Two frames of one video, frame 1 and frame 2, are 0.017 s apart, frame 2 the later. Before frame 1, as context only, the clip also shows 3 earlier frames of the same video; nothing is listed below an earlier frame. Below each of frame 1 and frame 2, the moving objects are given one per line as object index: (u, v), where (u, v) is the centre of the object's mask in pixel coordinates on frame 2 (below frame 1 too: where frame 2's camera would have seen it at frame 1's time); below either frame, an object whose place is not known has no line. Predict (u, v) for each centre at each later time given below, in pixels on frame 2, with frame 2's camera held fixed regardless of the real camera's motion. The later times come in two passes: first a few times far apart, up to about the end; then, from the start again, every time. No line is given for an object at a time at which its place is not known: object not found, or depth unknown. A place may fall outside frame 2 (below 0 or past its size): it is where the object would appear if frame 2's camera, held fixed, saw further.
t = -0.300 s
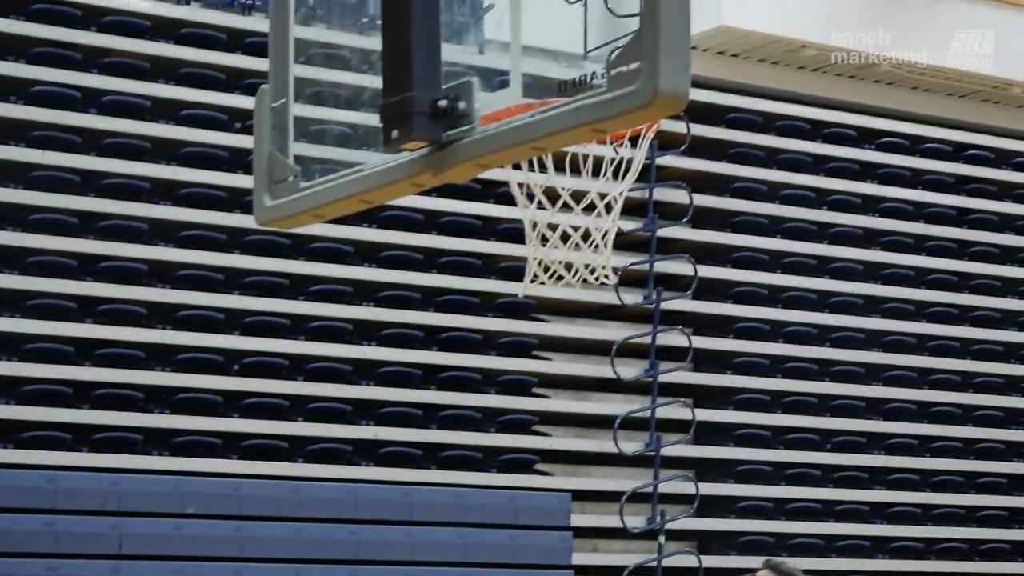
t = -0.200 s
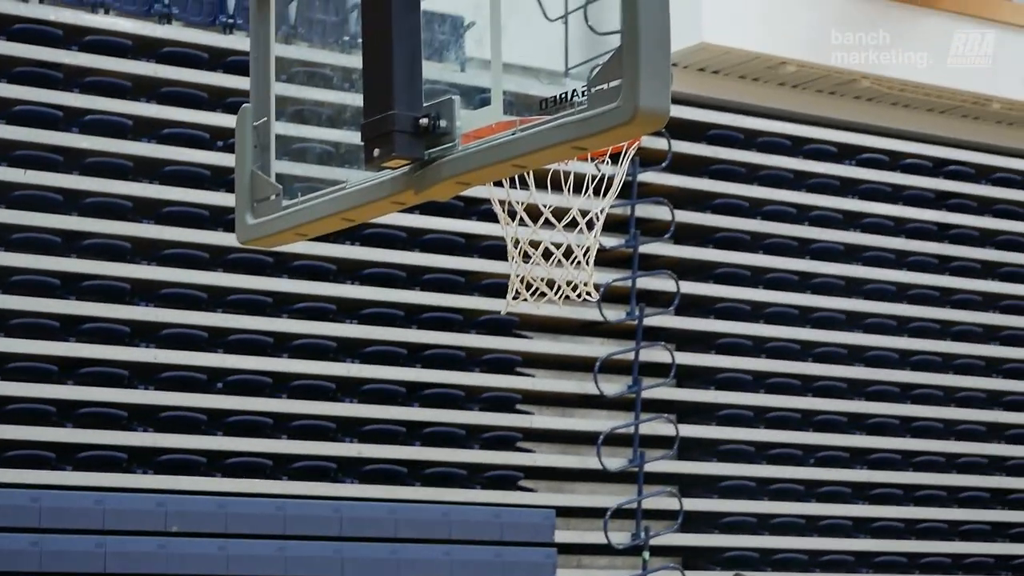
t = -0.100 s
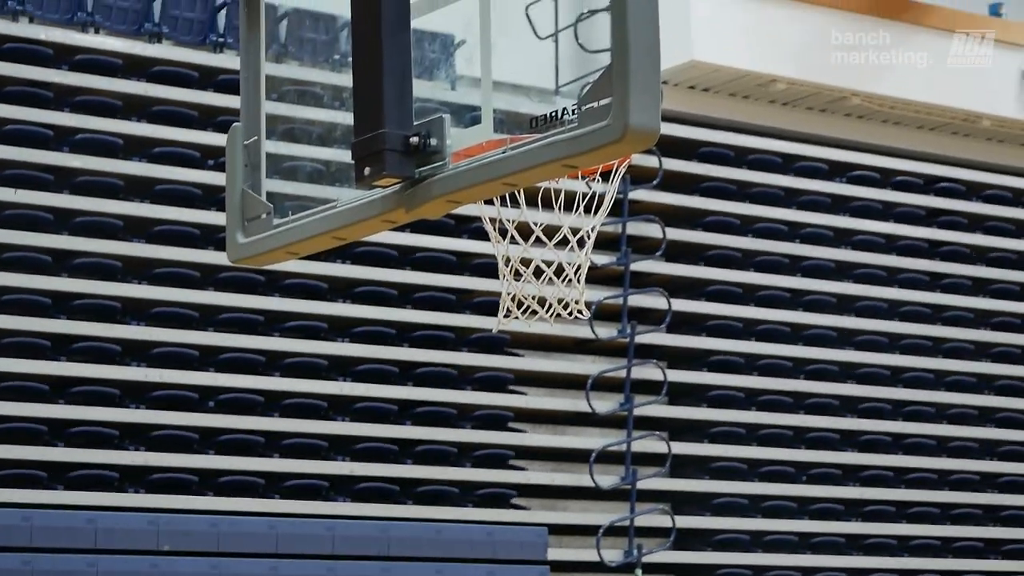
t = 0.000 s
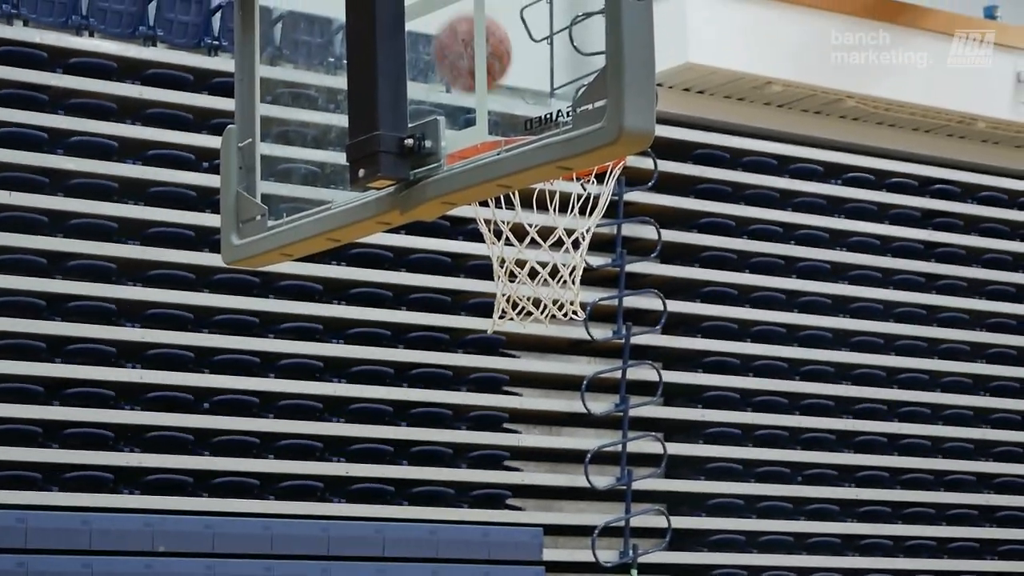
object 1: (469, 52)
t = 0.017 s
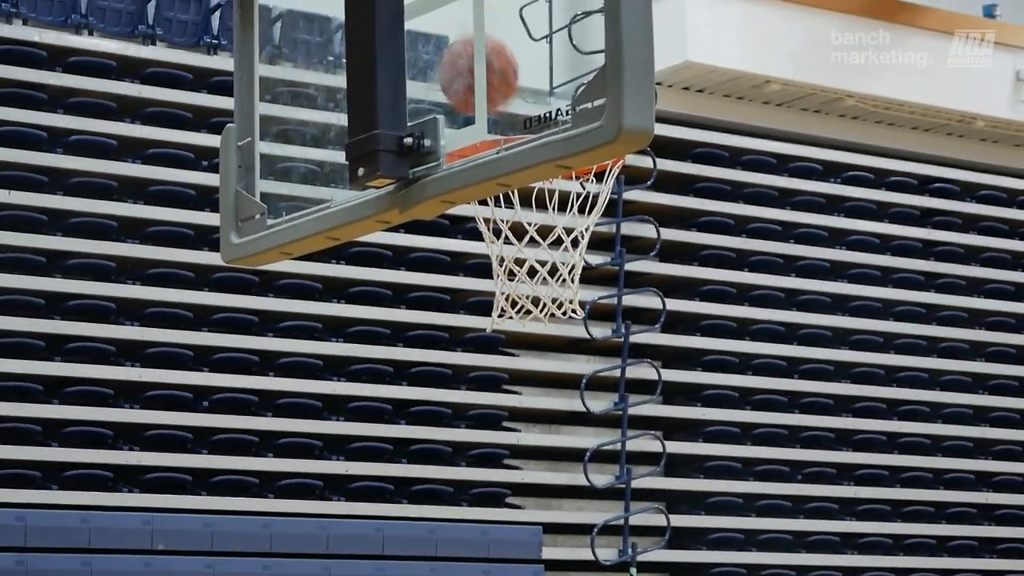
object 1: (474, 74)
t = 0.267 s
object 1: (607, 236)
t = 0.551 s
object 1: (749, 505)
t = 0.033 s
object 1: (488, 99)
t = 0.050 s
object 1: (498, 112)
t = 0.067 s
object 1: (509, 122)
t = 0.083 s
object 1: (523, 196)
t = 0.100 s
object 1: (533, 203)
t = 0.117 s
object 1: (540, 211)
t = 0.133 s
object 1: (549, 217)
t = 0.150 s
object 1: (557, 218)
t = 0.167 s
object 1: (565, 217)
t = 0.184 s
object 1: (572, 230)
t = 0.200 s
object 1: (578, 223)
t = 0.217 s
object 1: (585, 222)
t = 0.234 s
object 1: (592, 225)
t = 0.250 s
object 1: (600, 230)
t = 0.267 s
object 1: (607, 236)
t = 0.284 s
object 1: (614, 242)
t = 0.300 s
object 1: (622, 250)
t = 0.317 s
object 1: (630, 259)
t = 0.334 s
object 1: (638, 270)
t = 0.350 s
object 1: (646, 281)
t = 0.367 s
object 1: (654, 292)
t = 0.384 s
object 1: (662, 306)
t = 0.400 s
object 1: (670, 321)
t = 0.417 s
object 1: (679, 335)
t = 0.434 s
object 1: (687, 354)
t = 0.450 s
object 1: (696, 368)
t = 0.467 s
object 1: (704, 391)
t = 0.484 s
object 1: (713, 407)
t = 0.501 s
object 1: (722, 432)
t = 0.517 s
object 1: (731, 455)
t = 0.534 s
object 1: (740, 476)
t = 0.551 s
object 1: (749, 505)
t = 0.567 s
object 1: (757, 530)
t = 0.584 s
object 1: (767, 551)
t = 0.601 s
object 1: (774, 566)
